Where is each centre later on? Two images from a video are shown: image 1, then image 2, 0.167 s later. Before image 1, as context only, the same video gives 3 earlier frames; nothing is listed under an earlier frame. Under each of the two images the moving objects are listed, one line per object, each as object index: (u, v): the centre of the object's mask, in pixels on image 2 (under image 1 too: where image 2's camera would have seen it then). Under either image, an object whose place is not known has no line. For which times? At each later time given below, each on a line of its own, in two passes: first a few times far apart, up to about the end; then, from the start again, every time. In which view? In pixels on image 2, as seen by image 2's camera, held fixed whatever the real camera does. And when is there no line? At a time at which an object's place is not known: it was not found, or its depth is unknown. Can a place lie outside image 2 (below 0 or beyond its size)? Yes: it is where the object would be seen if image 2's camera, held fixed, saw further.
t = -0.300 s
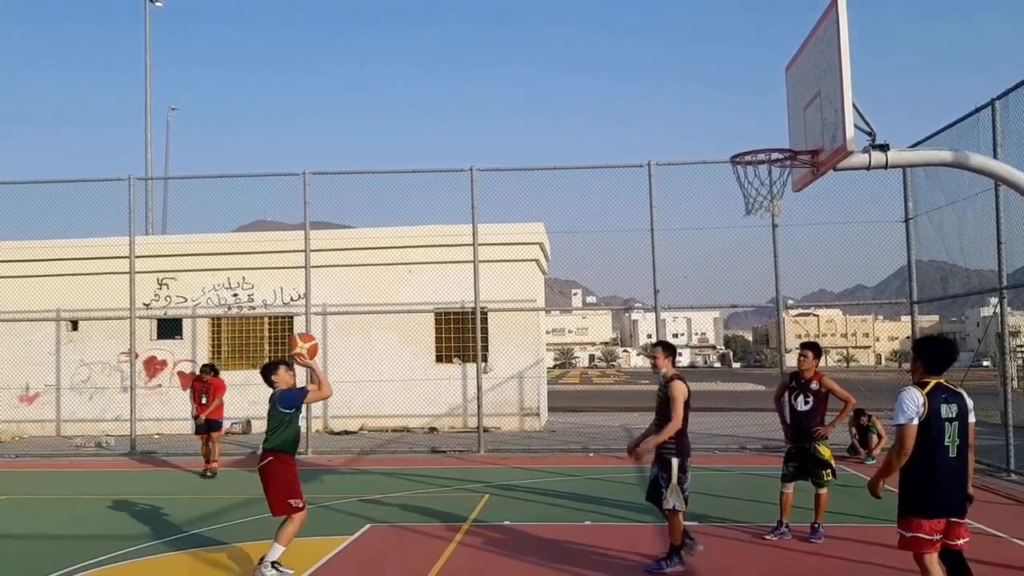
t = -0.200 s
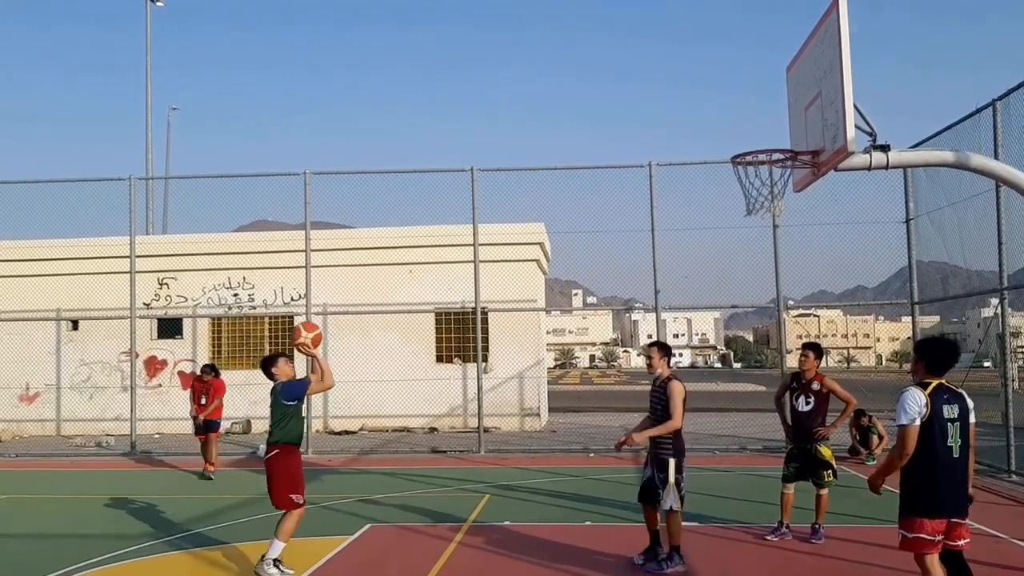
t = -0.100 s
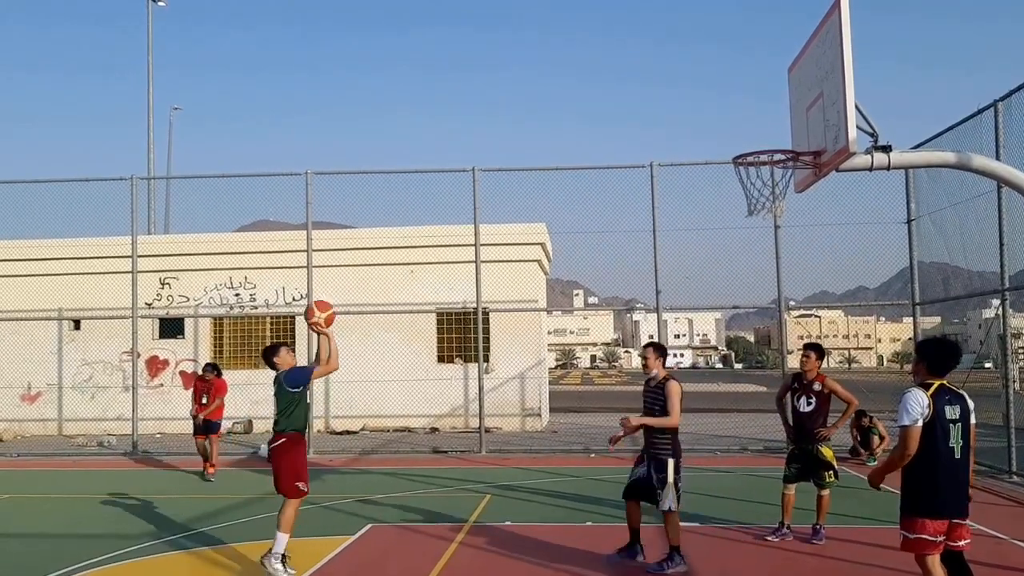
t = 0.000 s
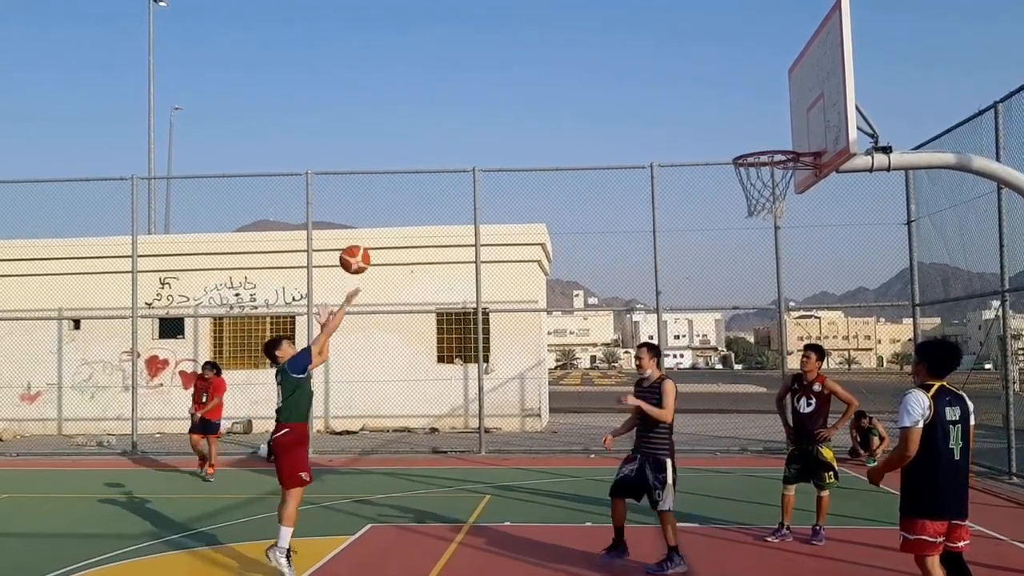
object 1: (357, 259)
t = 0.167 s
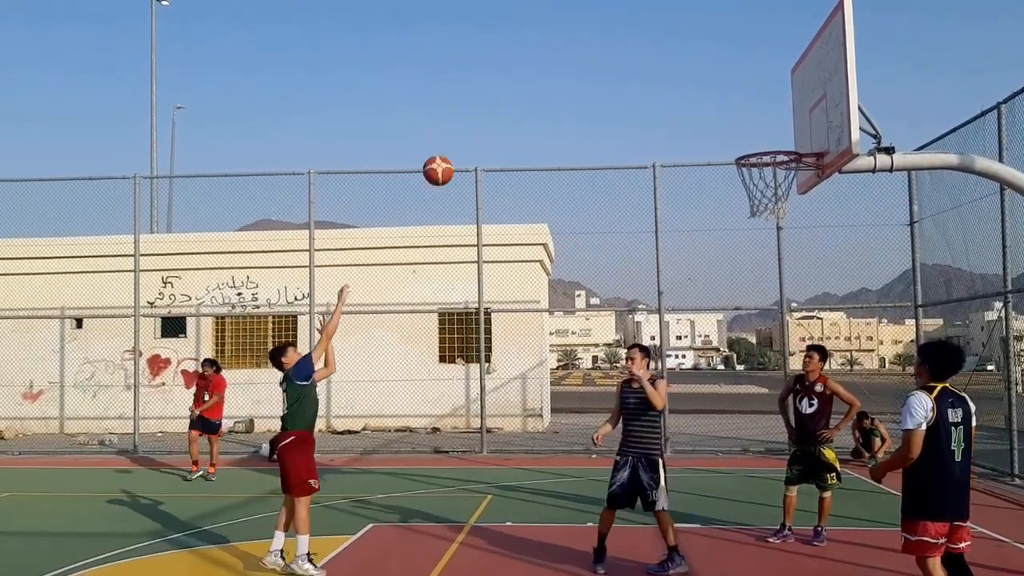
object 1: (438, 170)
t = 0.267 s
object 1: (487, 133)
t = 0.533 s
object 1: (623, 88)
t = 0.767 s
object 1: (749, 121)
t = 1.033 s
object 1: (778, 121)
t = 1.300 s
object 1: (774, 168)
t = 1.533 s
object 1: (774, 264)
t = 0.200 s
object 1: (454, 156)
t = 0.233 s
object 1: (470, 144)
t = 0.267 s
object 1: (487, 133)
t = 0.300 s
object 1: (504, 122)
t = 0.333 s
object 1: (520, 113)
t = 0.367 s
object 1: (537, 106)
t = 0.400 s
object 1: (554, 100)
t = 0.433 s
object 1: (571, 95)
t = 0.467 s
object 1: (588, 91)
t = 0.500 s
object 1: (605, 89)
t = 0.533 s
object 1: (623, 88)
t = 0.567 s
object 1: (640, 88)
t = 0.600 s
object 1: (658, 90)
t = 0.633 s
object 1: (676, 94)
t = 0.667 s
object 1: (694, 98)
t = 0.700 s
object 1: (712, 104)
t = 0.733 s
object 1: (730, 112)
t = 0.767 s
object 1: (749, 121)
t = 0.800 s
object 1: (768, 132)
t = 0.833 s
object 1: (784, 141)
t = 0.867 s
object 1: (782, 135)
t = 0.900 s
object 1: (781, 129)
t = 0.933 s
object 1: (780, 125)
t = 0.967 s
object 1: (779, 122)
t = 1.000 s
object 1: (779, 121)
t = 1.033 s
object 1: (778, 121)
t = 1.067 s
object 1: (777, 123)
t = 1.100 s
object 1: (777, 126)
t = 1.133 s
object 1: (776, 129)
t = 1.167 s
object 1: (775, 134)
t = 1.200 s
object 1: (775, 140)
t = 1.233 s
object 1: (774, 148)
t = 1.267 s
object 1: (775, 157)
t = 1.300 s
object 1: (774, 168)
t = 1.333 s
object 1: (774, 179)
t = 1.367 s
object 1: (774, 190)
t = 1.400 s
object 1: (772, 202)
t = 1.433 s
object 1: (775, 217)
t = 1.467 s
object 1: (774, 231)
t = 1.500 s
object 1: (774, 247)
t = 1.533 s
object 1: (774, 264)
